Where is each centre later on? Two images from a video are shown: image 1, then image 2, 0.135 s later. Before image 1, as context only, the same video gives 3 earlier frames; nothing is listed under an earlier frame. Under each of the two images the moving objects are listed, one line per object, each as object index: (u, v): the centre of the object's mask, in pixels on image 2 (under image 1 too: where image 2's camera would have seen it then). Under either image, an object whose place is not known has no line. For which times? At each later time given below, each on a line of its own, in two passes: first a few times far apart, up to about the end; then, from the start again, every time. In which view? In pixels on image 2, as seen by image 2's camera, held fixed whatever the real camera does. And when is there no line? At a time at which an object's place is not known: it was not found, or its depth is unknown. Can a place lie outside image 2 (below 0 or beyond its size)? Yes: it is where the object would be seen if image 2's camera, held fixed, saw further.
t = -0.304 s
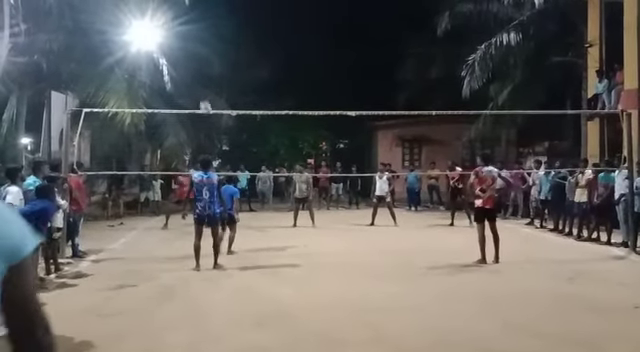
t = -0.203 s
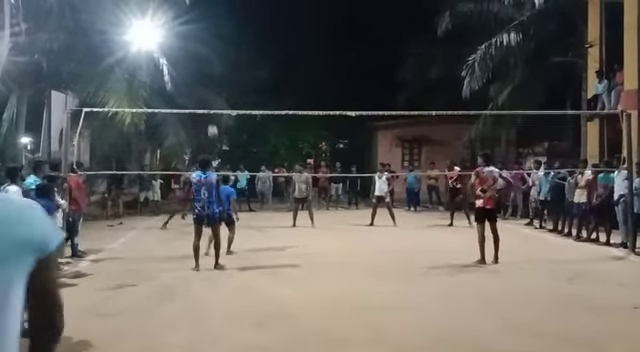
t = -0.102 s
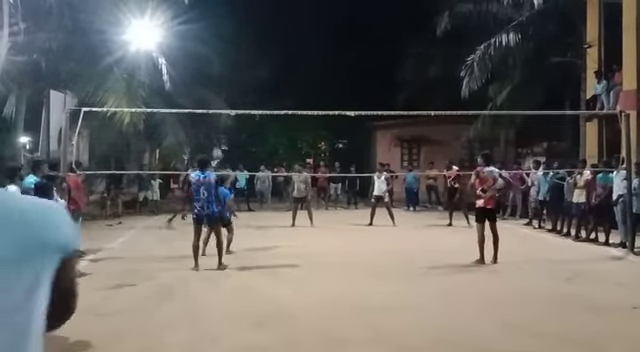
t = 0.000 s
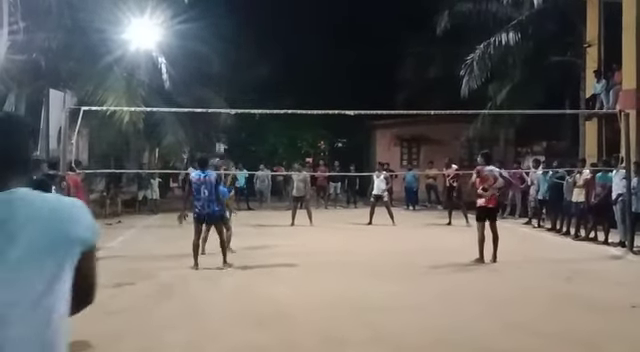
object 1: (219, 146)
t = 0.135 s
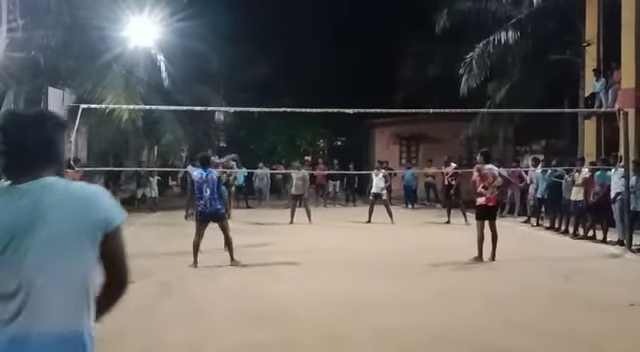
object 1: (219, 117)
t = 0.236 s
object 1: (219, 97)
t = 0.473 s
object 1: (219, 68)
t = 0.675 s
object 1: (220, 60)
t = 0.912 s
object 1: (221, 73)
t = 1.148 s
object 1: (222, 116)
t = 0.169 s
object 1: (219, 111)
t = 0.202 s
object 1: (219, 102)
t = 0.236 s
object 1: (219, 97)
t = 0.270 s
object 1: (219, 91)
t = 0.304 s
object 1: (219, 86)
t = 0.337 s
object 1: (219, 82)
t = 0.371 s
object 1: (219, 78)
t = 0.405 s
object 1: (219, 75)
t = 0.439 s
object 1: (219, 71)
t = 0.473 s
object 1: (219, 68)
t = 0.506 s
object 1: (219, 66)
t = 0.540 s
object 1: (219, 64)
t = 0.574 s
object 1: (220, 62)
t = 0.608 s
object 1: (220, 61)
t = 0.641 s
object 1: (220, 60)
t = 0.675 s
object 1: (220, 60)
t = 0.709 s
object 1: (220, 60)
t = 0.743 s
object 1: (220, 61)
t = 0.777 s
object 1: (220, 62)
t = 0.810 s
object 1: (220, 64)
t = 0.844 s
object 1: (220, 66)
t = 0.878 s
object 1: (220, 69)
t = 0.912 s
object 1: (221, 73)
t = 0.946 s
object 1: (221, 77)
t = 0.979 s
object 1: (221, 82)
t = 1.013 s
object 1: (221, 86)
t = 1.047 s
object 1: (221, 92)
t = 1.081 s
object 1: (221, 99)
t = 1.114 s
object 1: (221, 104)
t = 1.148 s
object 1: (222, 116)
